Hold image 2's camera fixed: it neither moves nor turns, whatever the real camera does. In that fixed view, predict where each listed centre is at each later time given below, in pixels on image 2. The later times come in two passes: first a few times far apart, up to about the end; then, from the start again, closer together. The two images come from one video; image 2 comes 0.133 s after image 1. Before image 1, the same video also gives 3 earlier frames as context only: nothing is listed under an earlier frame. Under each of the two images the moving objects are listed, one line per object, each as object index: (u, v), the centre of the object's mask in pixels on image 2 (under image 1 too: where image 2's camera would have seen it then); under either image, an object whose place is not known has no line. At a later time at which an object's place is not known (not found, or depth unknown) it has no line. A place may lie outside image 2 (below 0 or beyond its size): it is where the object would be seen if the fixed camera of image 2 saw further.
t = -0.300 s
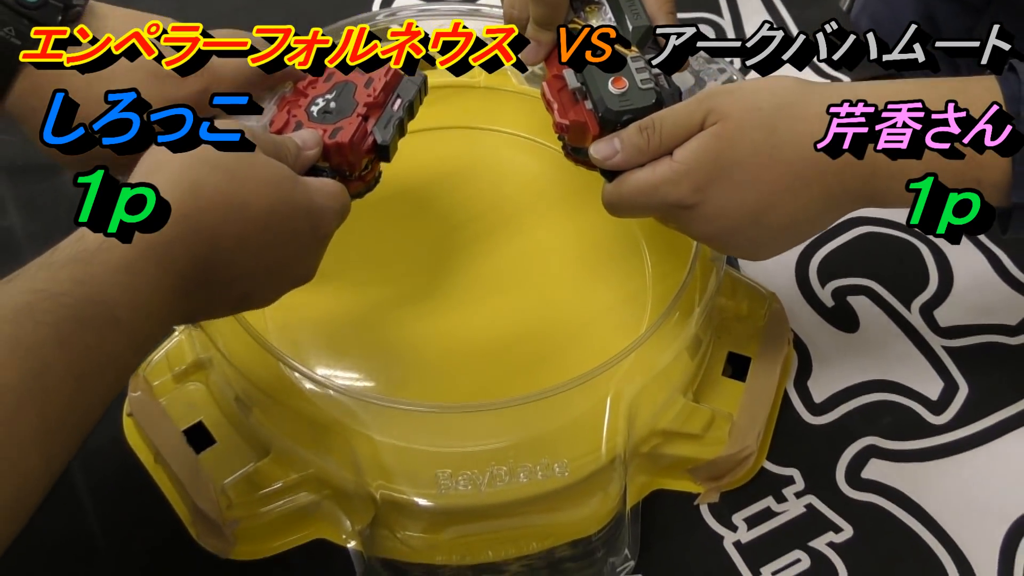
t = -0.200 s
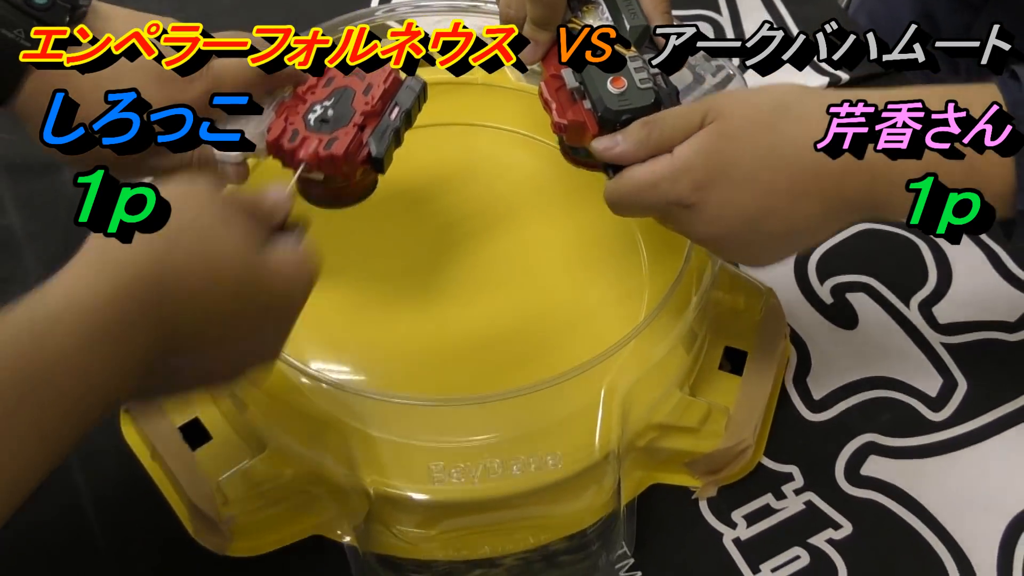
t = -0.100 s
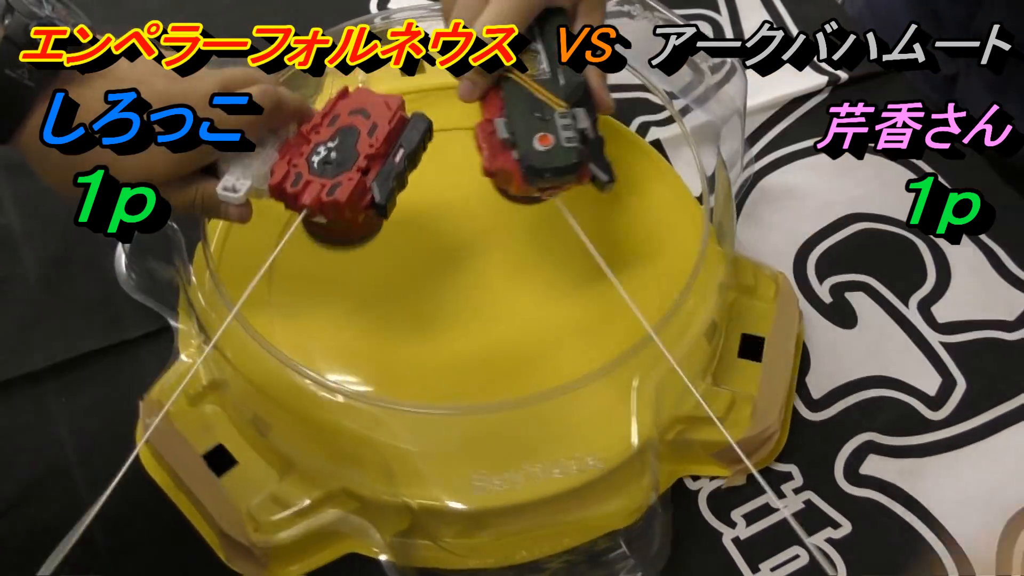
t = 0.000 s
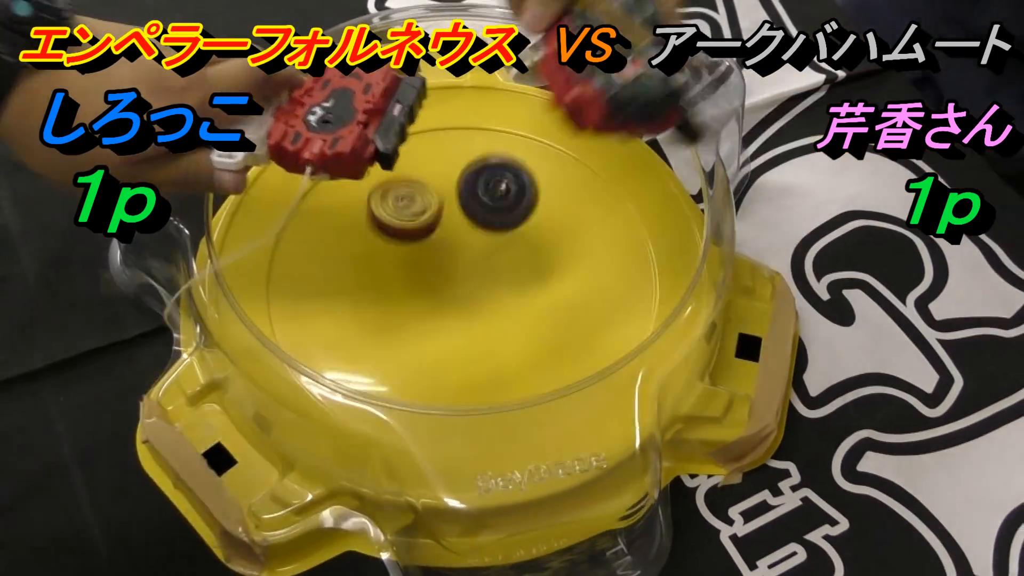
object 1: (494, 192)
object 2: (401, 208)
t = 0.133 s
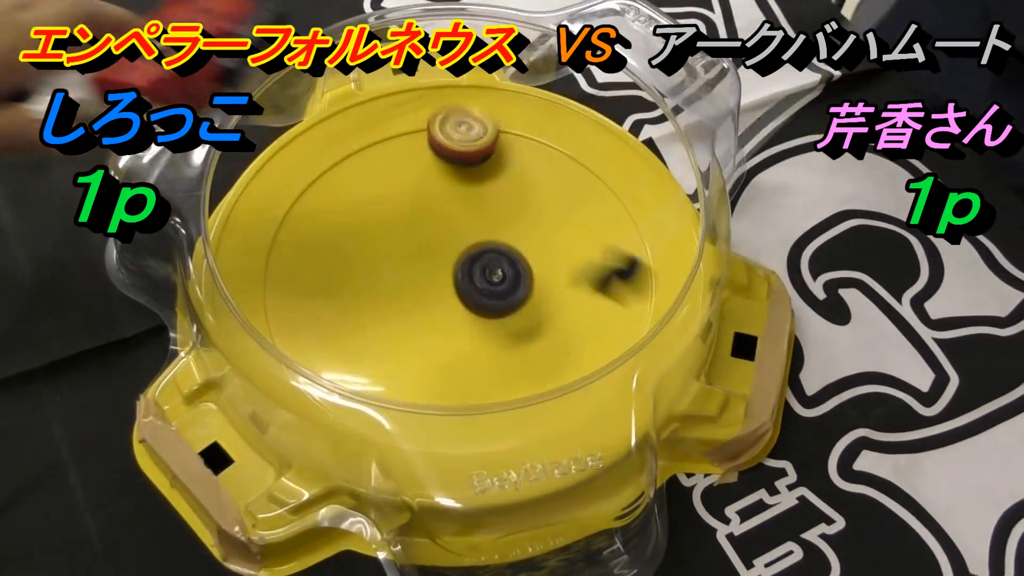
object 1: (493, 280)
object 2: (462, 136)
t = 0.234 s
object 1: (490, 328)
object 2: (482, 113)
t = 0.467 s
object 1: (423, 353)
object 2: (453, 193)
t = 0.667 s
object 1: (313, 373)
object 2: (433, 269)
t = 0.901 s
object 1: (297, 363)
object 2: (449, 253)
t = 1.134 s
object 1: (378, 315)
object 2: (458, 237)
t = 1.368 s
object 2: (547, 123)
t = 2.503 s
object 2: (546, 118)
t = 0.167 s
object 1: (494, 300)
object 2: (470, 124)
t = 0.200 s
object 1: (495, 328)
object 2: (477, 115)
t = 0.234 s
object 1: (490, 328)
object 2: (482, 113)
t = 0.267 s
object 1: (485, 337)
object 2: (484, 112)
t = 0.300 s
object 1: (479, 352)
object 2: (485, 114)
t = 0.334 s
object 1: (470, 357)
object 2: (482, 121)
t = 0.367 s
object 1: (460, 359)
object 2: (478, 134)
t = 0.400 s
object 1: (448, 359)
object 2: (472, 152)
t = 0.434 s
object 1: (435, 357)
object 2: (464, 172)
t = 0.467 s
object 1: (423, 353)
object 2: (453, 193)
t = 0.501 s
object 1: (410, 347)
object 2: (442, 219)
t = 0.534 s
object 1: (397, 340)
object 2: (429, 243)
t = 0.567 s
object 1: (386, 334)
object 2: (420, 271)
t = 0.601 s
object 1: (359, 353)
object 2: (423, 272)
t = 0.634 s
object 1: (330, 371)
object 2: (428, 272)
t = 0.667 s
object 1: (313, 373)
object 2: (433, 269)
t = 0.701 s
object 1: (301, 377)
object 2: (437, 266)
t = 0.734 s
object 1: (289, 384)
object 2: (441, 265)
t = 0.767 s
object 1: (283, 385)
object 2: (444, 262)
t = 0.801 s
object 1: (283, 382)
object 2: (446, 261)
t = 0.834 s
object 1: (285, 378)
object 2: (448, 257)
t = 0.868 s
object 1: (291, 370)
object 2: (449, 255)
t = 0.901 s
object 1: (297, 363)
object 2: (449, 253)
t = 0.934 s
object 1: (306, 357)
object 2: (449, 252)
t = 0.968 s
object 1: (318, 349)
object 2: (448, 252)
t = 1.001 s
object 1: (333, 339)
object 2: (447, 252)
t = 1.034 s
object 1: (350, 328)
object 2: (445, 253)
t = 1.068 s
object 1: (368, 316)
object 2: (443, 253)
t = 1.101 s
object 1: (386, 305)
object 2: (440, 256)
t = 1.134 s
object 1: (378, 315)
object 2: (458, 237)
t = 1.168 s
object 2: (479, 213)
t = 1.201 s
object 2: (499, 193)
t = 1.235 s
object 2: (516, 174)
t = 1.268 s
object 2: (530, 156)
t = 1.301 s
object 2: (539, 141)
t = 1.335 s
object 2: (545, 130)
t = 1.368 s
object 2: (547, 123)
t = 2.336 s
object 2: (619, 225)
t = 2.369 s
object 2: (620, 197)
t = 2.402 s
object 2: (611, 173)
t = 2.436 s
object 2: (593, 152)
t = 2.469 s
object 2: (570, 134)
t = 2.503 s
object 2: (546, 118)
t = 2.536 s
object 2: (519, 106)
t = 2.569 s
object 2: (488, 99)
